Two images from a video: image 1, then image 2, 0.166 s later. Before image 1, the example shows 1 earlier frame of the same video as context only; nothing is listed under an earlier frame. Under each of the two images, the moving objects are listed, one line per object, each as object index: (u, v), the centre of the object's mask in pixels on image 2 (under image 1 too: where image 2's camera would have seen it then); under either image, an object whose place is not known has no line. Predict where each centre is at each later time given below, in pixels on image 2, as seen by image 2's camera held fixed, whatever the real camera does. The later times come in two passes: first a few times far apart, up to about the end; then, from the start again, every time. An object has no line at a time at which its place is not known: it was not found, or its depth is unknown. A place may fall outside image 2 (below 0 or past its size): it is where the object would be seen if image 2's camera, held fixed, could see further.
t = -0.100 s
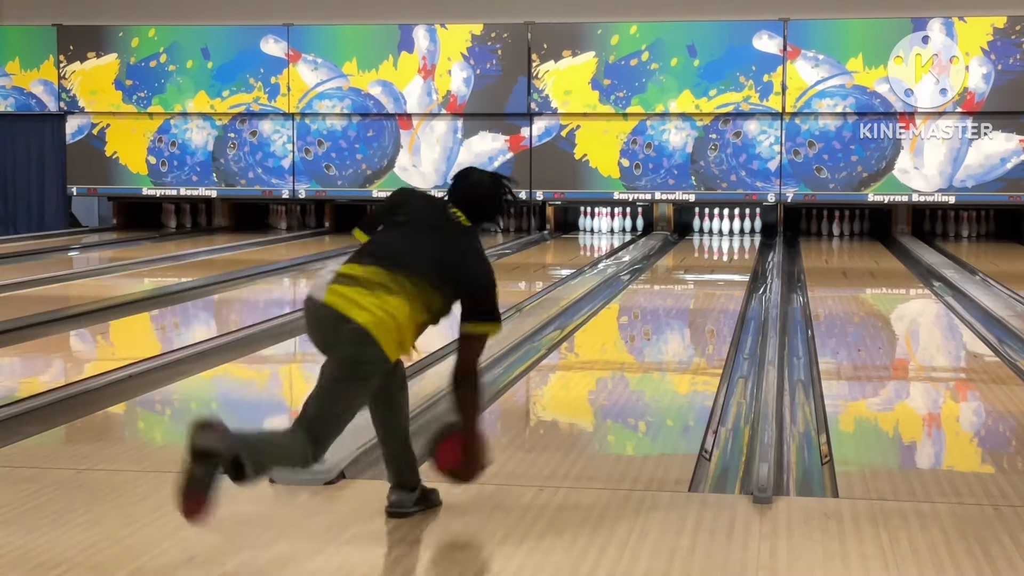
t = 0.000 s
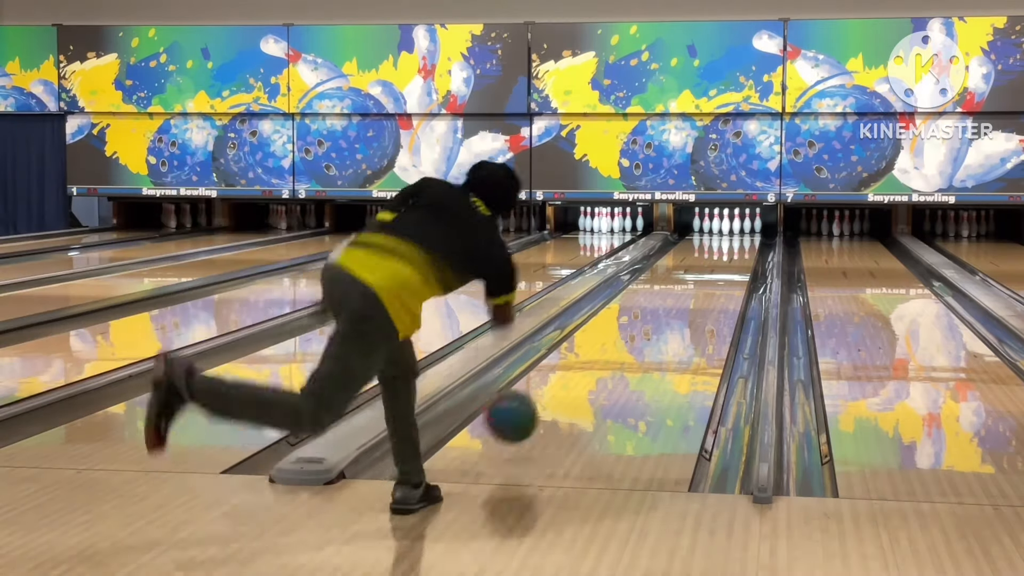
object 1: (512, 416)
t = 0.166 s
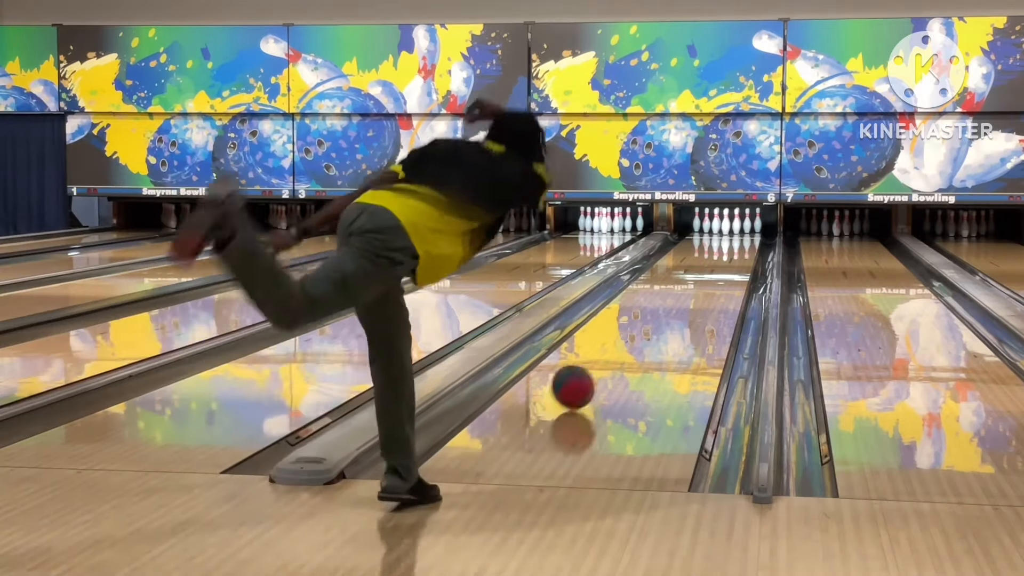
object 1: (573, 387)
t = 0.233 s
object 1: (592, 373)
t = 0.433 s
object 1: (636, 337)
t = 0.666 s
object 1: (671, 308)
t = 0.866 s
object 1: (693, 291)
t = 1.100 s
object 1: (712, 273)
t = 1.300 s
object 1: (724, 263)
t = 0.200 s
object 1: (583, 380)
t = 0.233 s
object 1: (592, 373)
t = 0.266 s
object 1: (601, 366)
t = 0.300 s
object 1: (608, 359)
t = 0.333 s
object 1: (616, 353)
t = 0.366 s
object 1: (623, 348)
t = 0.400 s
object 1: (630, 342)
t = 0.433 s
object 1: (636, 337)
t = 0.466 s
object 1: (642, 333)
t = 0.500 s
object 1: (647, 328)
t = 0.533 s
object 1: (653, 324)
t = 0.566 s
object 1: (658, 320)
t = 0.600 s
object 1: (663, 316)
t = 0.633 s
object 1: (667, 312)
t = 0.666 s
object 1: (671, 308)
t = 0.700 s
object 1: (675, 305)
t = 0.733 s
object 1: (679, 302)
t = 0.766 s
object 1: (683, 298)
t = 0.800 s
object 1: (686, 295)
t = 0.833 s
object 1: (690, 294)
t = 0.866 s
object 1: (693, 291)
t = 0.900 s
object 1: (696, 287)
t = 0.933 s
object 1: (699, 284)
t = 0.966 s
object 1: (702, 282)
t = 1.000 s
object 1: (704, 280)
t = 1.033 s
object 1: (707, 278)
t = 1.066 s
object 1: (709, 276)
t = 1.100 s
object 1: (712, 273)
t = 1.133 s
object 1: (715, 271)
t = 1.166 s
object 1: (717, 270)
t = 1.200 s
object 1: (719, 267)
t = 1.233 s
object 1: (720, 265)
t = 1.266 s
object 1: (722, 264)
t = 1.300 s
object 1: (724, 263)
